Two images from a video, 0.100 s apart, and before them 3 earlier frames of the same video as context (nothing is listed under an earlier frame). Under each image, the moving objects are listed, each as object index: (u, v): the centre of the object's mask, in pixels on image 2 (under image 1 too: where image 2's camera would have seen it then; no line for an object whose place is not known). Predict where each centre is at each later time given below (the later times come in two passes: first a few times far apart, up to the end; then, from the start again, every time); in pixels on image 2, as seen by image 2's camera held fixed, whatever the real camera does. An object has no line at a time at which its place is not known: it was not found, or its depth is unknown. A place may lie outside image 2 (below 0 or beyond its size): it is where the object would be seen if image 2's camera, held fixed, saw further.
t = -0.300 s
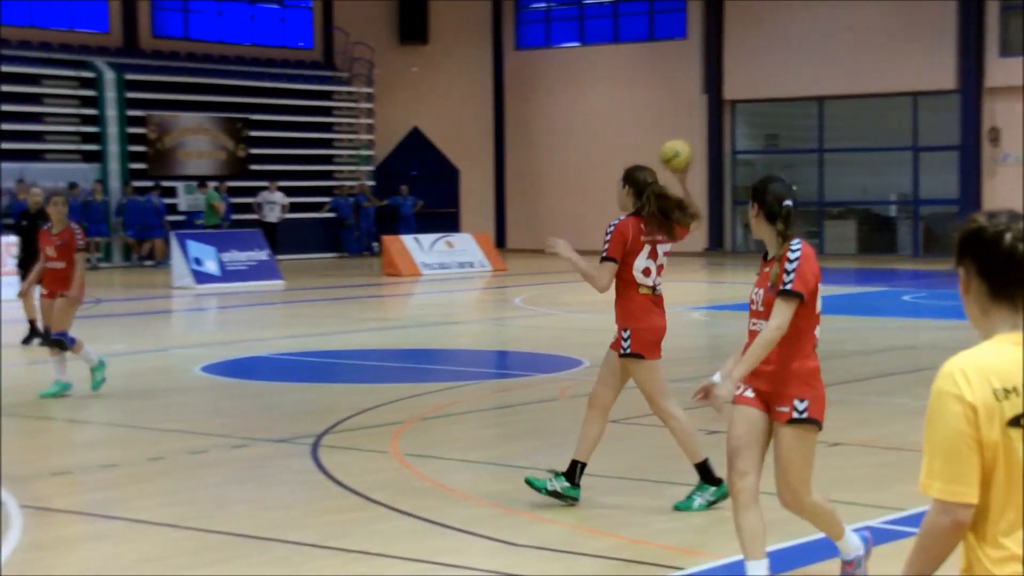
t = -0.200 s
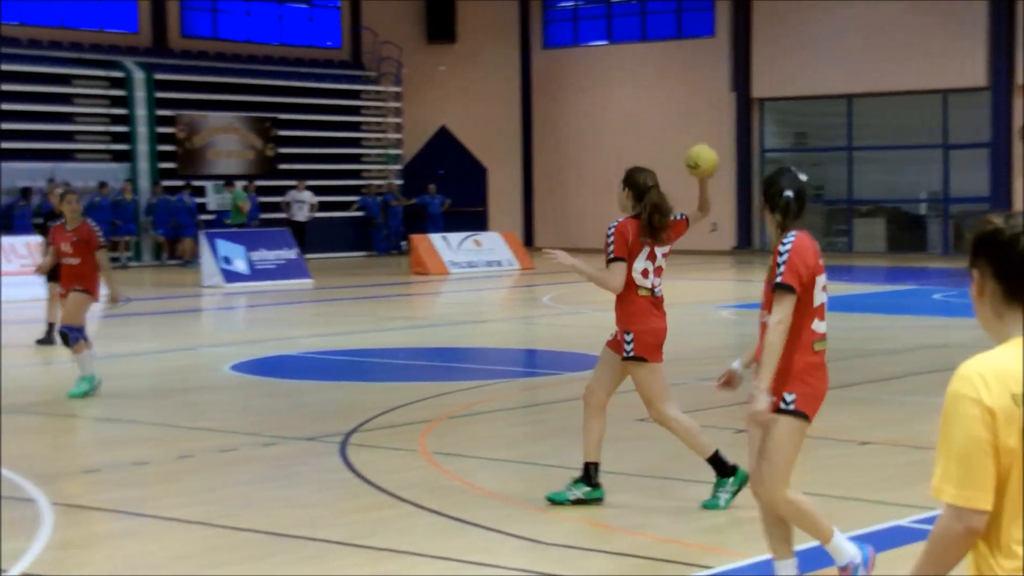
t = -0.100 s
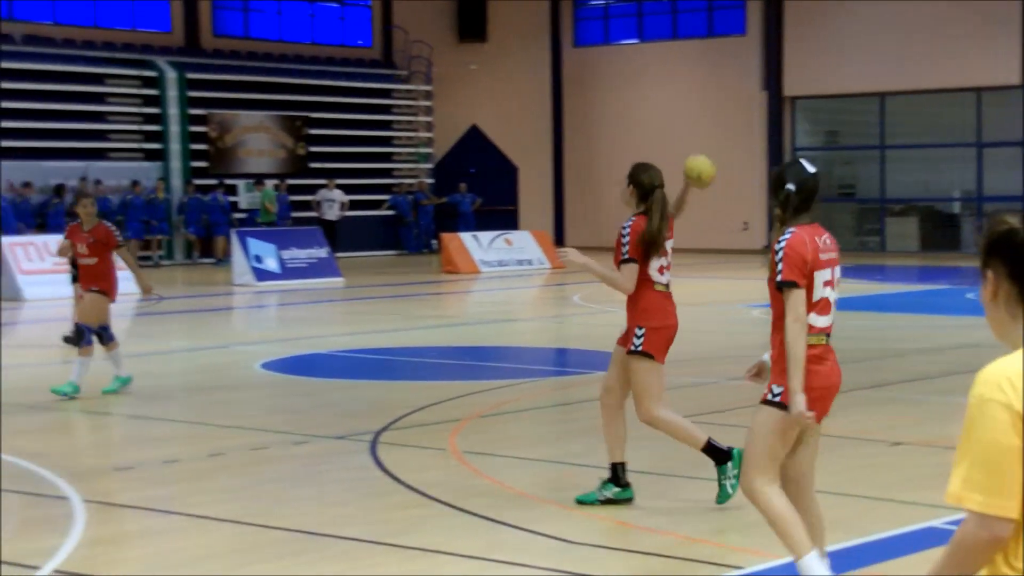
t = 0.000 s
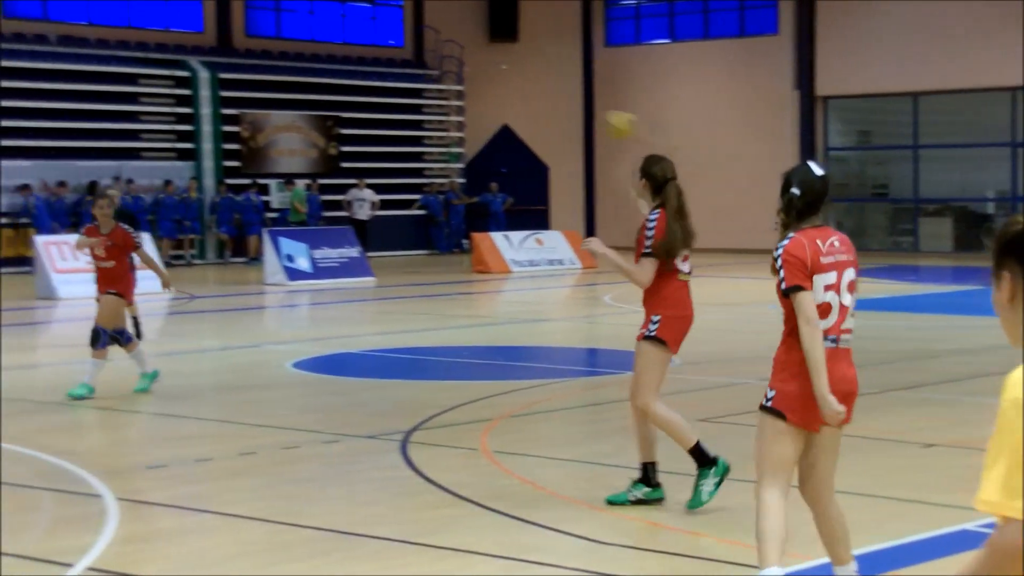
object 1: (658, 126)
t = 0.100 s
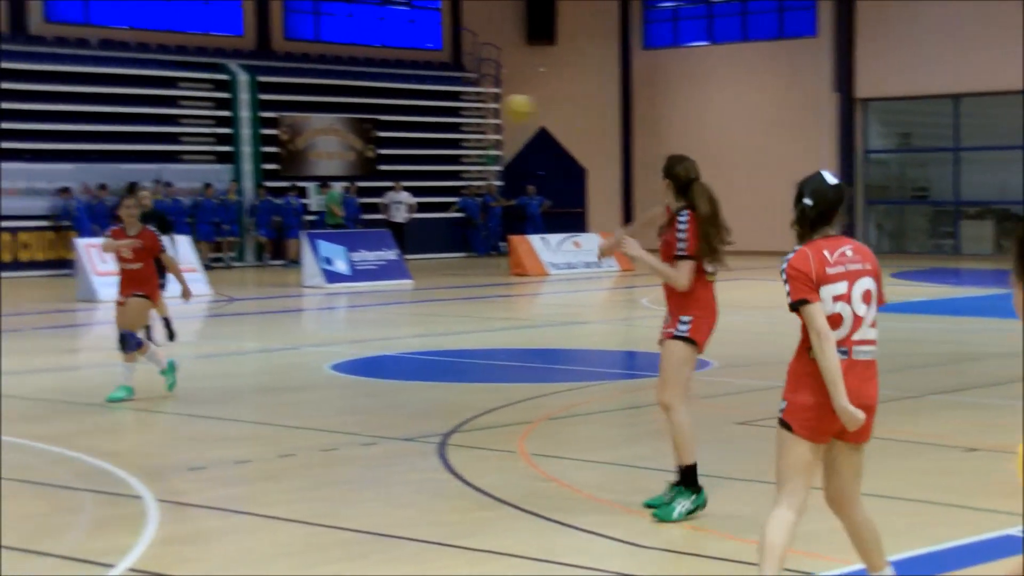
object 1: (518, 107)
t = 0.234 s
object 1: (360, 107)
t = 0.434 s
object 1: (161, 153)
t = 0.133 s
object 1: (476, 105)
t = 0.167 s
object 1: (435, 104)
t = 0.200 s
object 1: (396, 104)
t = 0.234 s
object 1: (360, 107)
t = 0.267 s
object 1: (323, 111)
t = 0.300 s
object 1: (288, 118)
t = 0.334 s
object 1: (256, 124)
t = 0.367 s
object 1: (223, 133)
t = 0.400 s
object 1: (190, 144)
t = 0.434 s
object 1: (161, 153)
